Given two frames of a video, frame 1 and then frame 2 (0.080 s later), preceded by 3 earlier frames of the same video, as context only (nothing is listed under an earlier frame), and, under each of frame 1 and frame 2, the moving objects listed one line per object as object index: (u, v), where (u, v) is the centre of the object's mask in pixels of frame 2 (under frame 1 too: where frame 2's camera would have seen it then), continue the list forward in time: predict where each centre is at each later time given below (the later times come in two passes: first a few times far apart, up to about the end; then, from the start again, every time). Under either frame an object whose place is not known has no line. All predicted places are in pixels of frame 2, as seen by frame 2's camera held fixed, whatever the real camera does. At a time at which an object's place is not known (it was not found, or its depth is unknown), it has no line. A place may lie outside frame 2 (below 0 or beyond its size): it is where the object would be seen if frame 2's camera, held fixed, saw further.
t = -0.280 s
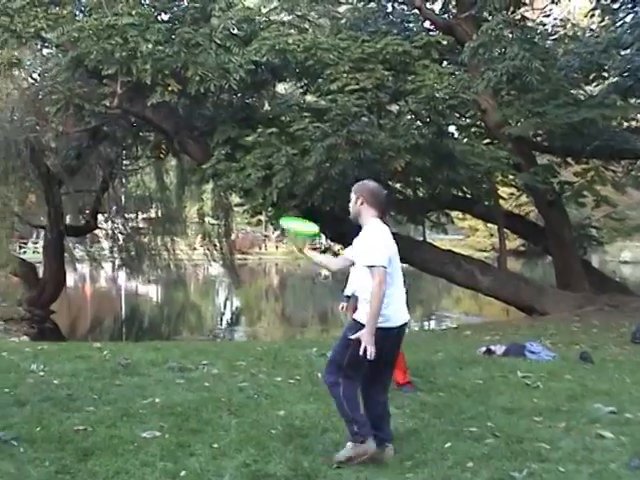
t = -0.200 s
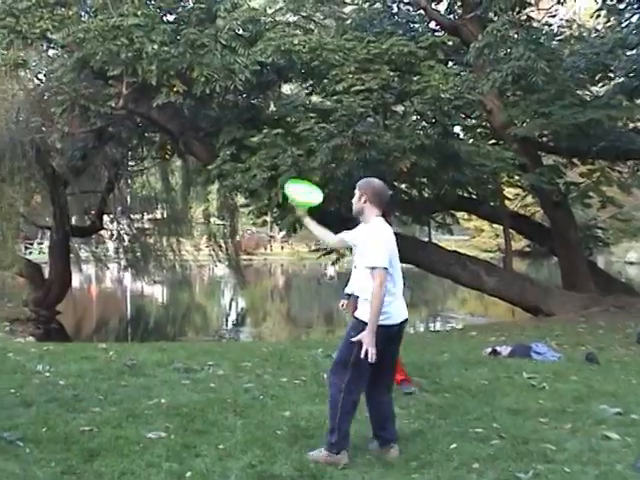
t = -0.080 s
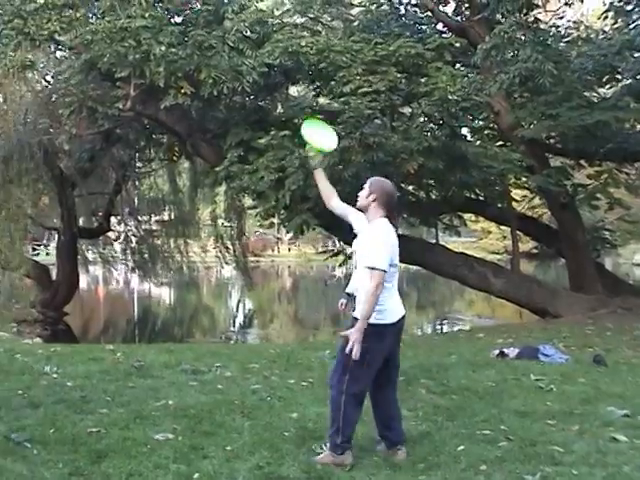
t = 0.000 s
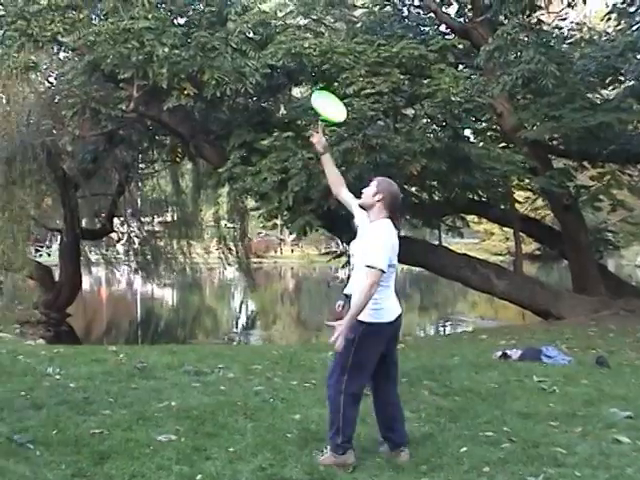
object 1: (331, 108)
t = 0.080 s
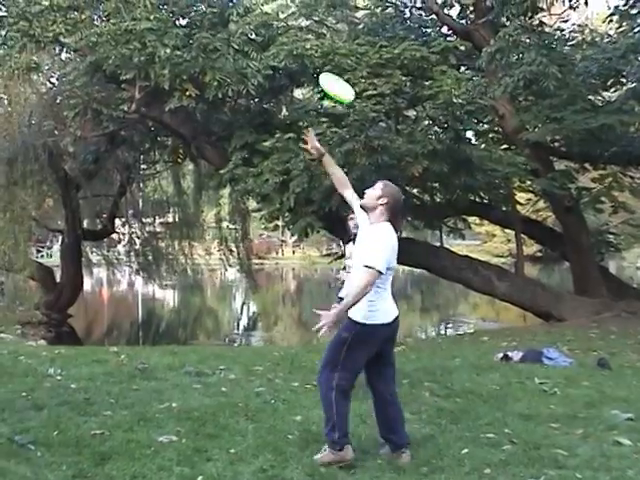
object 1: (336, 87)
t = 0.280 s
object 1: (352, 78)
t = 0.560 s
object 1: (379, 161)
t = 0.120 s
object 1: (339, 80)
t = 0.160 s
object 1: (342, 76)
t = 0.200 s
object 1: (345, 74)
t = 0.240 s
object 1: (348, 75)
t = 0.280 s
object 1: (352, 78)
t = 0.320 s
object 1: (355, 82)
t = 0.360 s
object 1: (359, 90)
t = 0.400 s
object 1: (362, 99)
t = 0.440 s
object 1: (366, 111)
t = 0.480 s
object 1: (370, 125)
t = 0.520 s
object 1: (374, 141)
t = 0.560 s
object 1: (379, 161)
